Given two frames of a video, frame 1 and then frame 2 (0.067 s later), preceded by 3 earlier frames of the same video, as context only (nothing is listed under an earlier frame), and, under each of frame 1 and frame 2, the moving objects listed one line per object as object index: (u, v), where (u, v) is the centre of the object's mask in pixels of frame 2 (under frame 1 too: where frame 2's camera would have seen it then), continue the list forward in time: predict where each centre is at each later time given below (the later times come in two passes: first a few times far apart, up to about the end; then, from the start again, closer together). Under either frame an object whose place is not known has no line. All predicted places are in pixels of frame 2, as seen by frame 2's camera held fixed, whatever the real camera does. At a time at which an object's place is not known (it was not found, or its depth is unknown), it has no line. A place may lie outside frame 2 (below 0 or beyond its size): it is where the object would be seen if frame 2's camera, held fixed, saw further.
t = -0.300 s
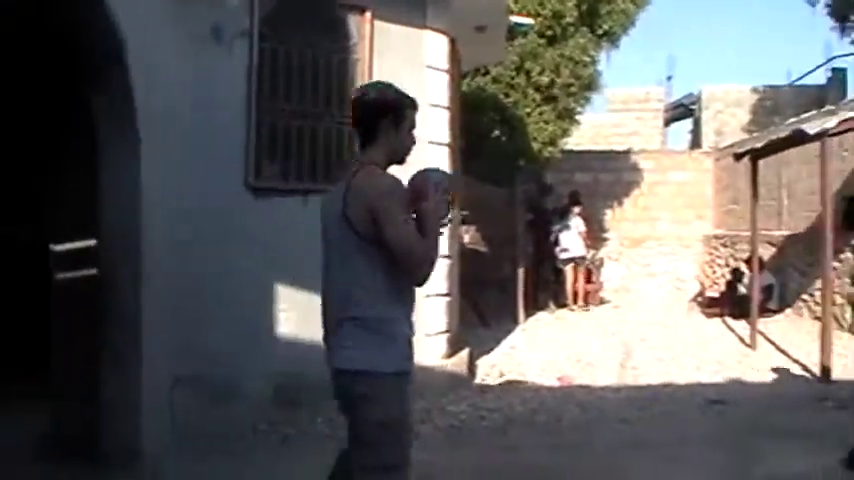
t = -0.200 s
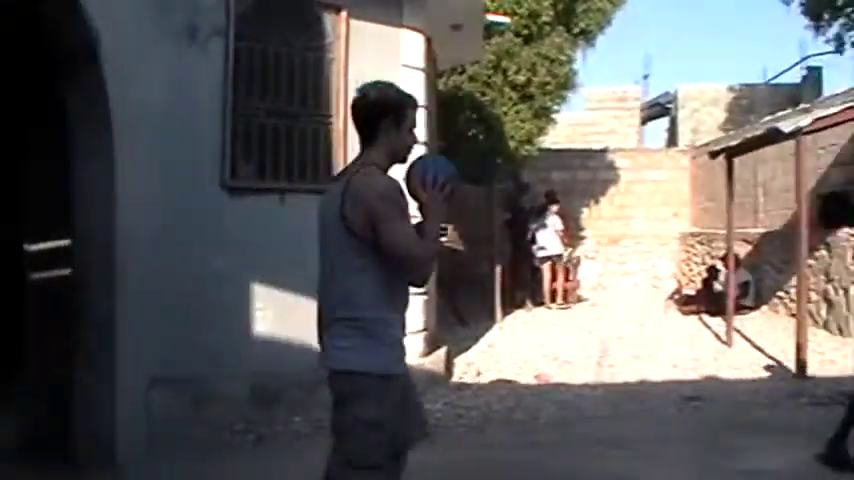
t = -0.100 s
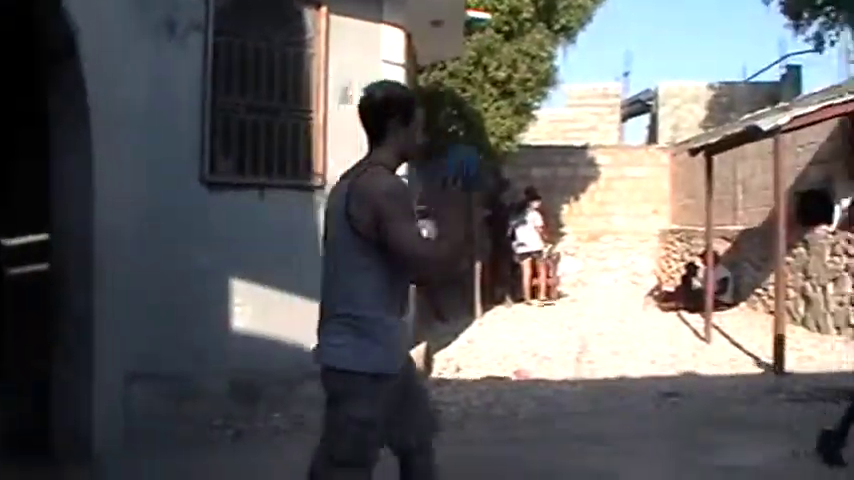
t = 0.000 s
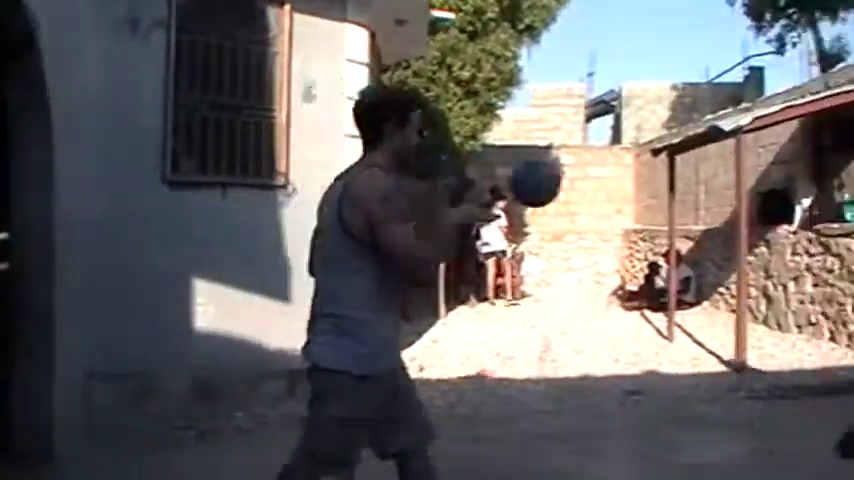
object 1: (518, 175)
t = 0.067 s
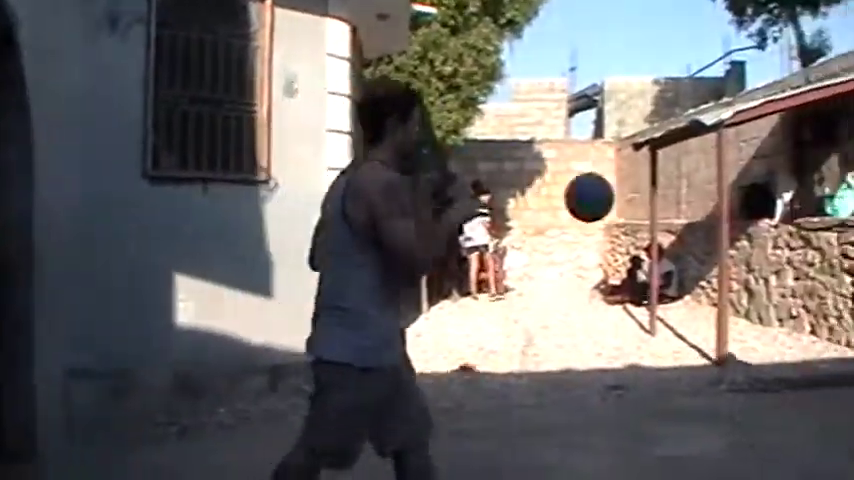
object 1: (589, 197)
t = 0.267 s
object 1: (774, 318)
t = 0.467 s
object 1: (890, 401)
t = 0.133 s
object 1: (656, 230)
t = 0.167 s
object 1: (687, 248)
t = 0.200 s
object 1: (718, 271)
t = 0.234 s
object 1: (747, 293)
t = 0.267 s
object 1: (774, 318)
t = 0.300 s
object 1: (800, 346)
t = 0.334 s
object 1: (825, 375)
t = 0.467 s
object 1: (890, 401)
